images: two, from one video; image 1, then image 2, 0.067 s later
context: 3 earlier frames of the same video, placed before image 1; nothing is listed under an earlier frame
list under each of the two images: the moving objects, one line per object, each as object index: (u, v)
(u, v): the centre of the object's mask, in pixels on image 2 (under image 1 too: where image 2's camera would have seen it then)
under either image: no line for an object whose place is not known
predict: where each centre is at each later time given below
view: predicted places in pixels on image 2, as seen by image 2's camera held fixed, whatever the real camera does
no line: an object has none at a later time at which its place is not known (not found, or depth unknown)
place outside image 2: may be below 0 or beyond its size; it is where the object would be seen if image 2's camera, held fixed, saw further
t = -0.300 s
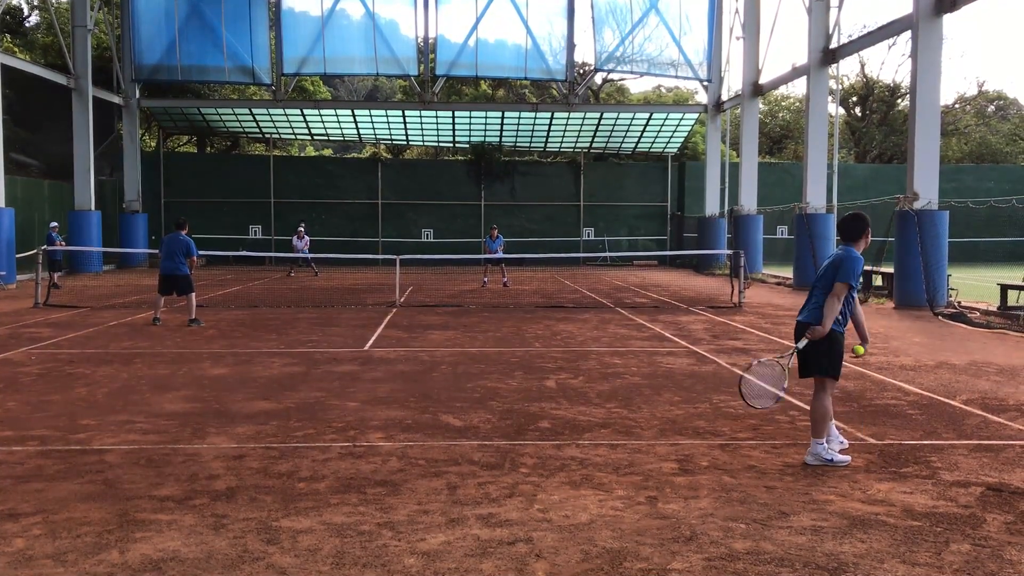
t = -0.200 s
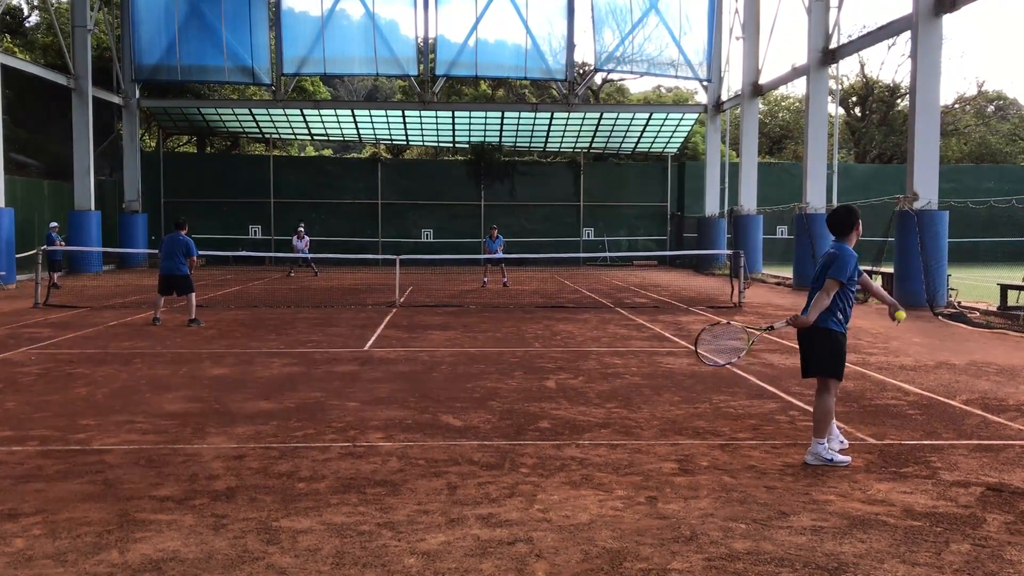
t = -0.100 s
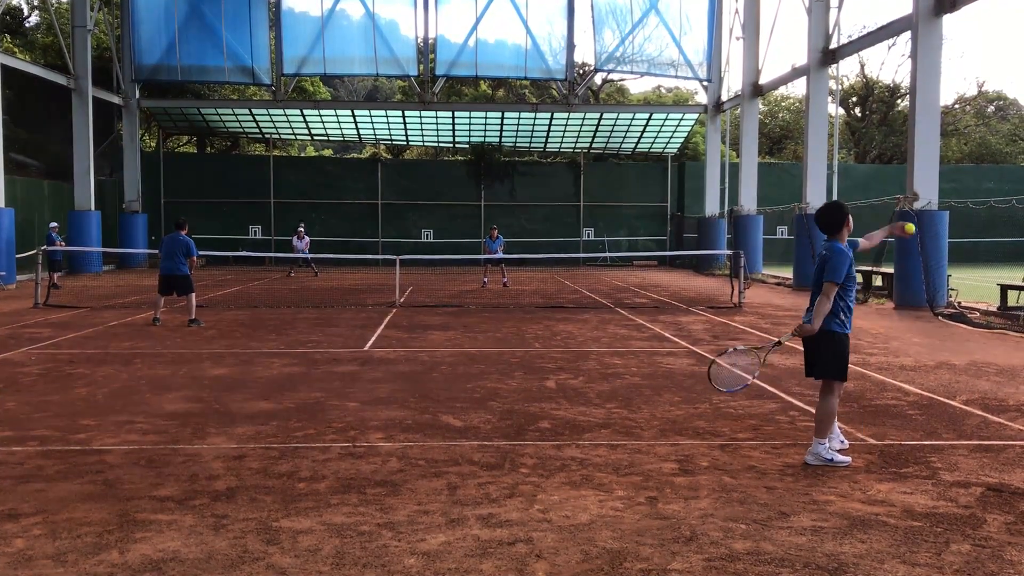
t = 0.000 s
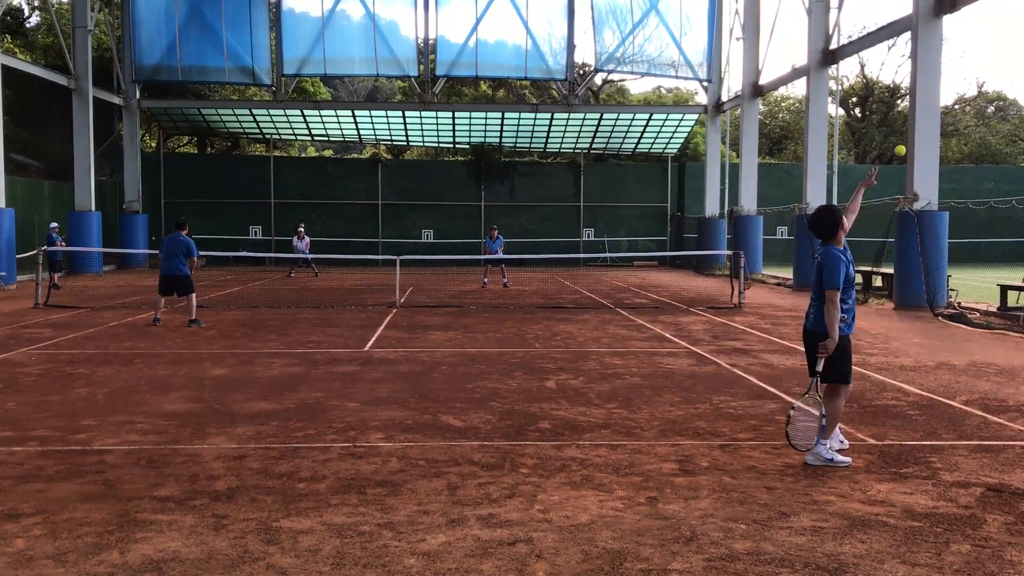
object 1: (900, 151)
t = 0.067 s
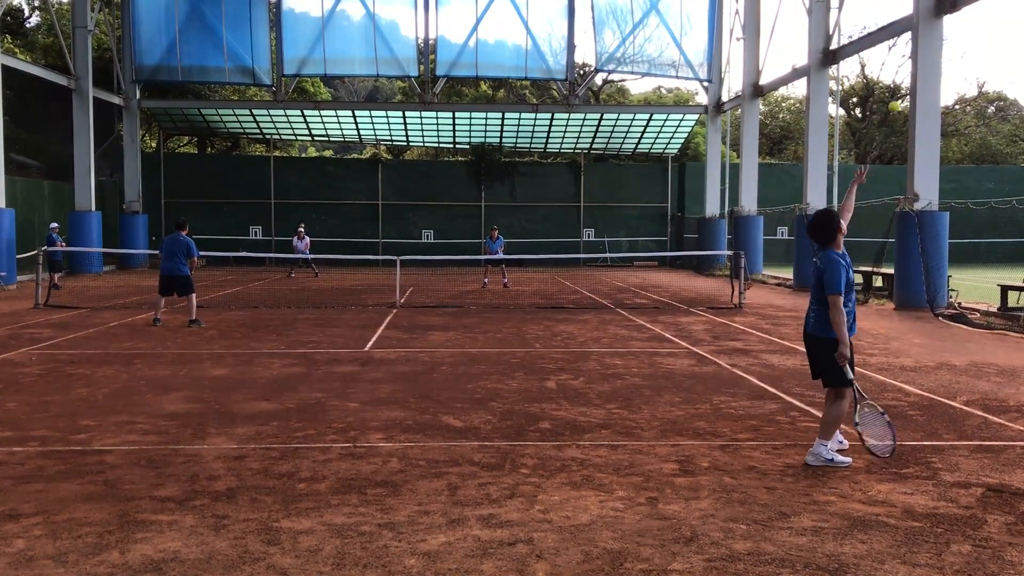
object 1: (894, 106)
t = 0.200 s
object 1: (881, 38)
